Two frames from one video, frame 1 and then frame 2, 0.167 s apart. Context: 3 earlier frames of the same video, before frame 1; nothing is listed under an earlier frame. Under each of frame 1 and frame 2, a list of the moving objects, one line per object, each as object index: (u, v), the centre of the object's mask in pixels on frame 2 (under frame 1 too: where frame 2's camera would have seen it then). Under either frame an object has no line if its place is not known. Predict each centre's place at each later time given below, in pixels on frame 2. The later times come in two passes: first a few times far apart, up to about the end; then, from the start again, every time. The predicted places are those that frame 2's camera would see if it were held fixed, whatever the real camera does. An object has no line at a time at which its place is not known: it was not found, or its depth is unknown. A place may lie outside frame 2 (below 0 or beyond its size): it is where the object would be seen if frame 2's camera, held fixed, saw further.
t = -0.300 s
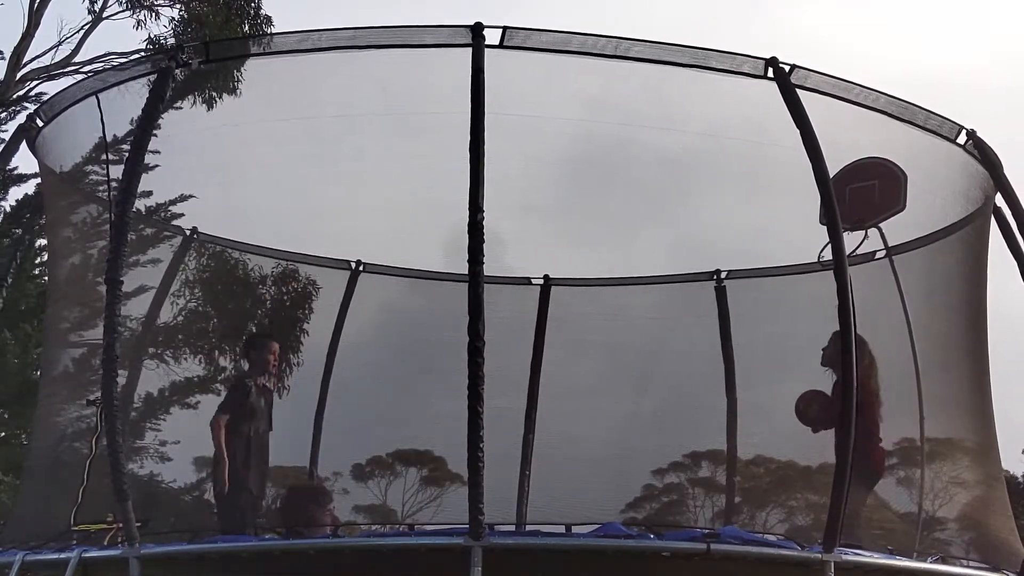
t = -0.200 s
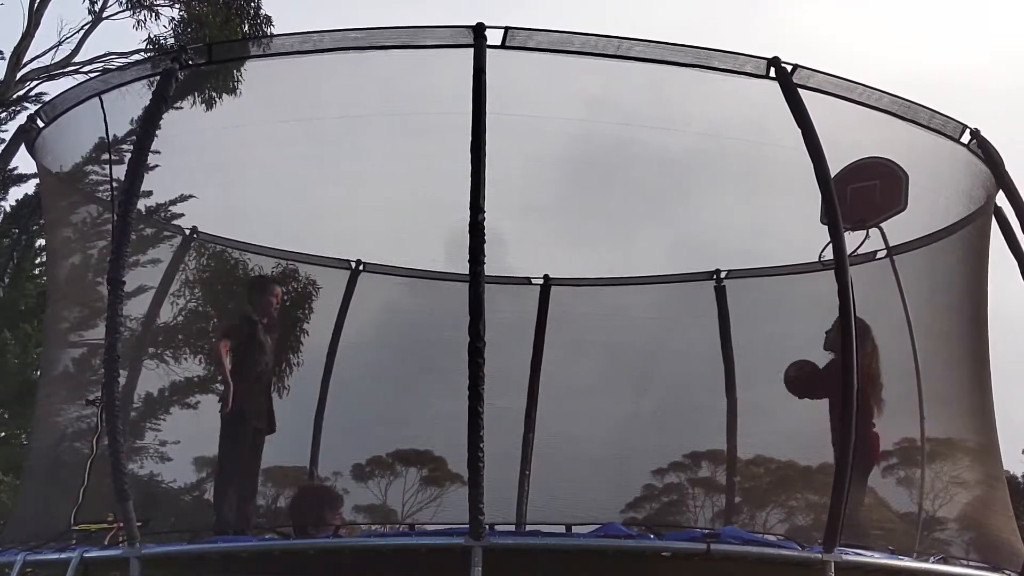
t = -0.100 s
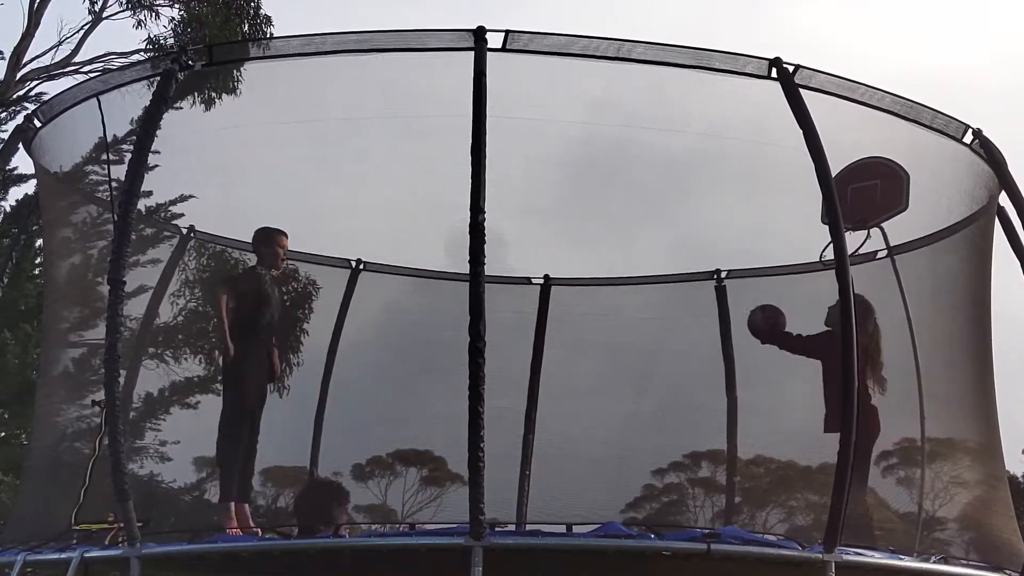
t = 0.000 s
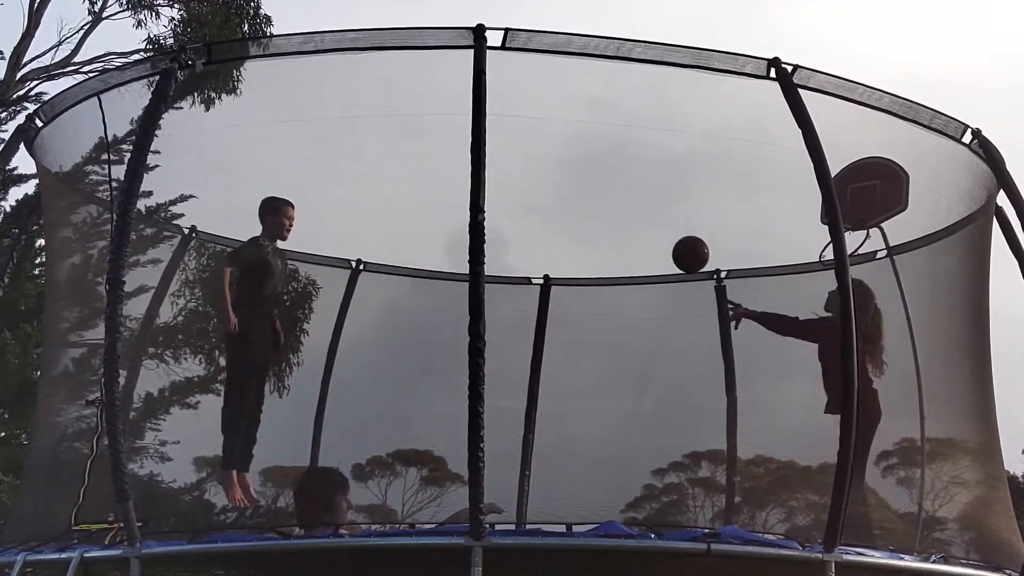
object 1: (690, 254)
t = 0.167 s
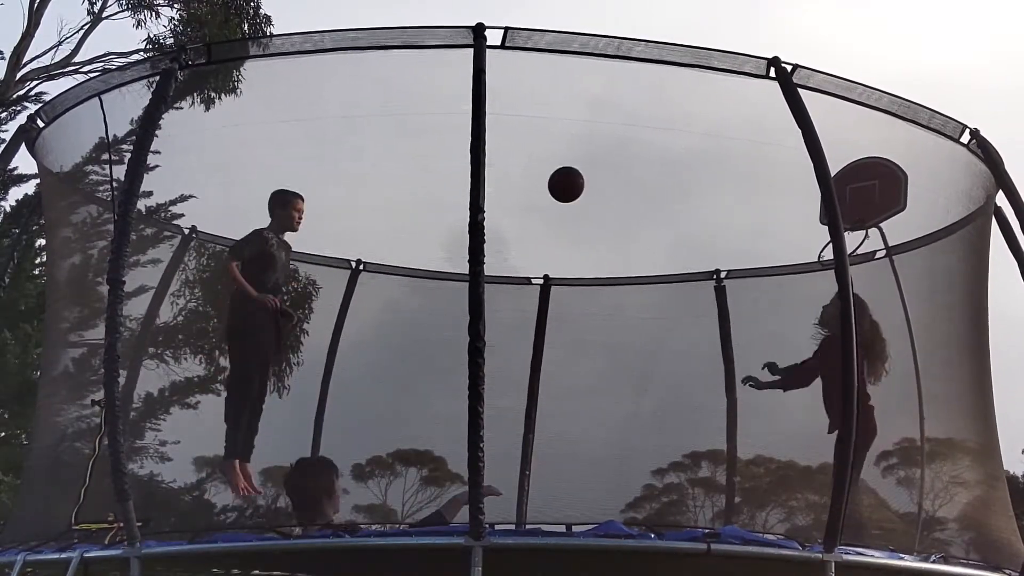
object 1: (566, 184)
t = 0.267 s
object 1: (498, 169)
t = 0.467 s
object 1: (356, 193)
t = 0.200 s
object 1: (542, 177)
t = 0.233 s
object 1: (519, 172)
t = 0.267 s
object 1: (498, 169)
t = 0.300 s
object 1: (465, 168)
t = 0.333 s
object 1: (448, 169)
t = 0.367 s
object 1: (425, 172)
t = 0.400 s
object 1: (402, 177)
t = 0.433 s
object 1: (379, 184)
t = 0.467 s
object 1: (356, 193)
